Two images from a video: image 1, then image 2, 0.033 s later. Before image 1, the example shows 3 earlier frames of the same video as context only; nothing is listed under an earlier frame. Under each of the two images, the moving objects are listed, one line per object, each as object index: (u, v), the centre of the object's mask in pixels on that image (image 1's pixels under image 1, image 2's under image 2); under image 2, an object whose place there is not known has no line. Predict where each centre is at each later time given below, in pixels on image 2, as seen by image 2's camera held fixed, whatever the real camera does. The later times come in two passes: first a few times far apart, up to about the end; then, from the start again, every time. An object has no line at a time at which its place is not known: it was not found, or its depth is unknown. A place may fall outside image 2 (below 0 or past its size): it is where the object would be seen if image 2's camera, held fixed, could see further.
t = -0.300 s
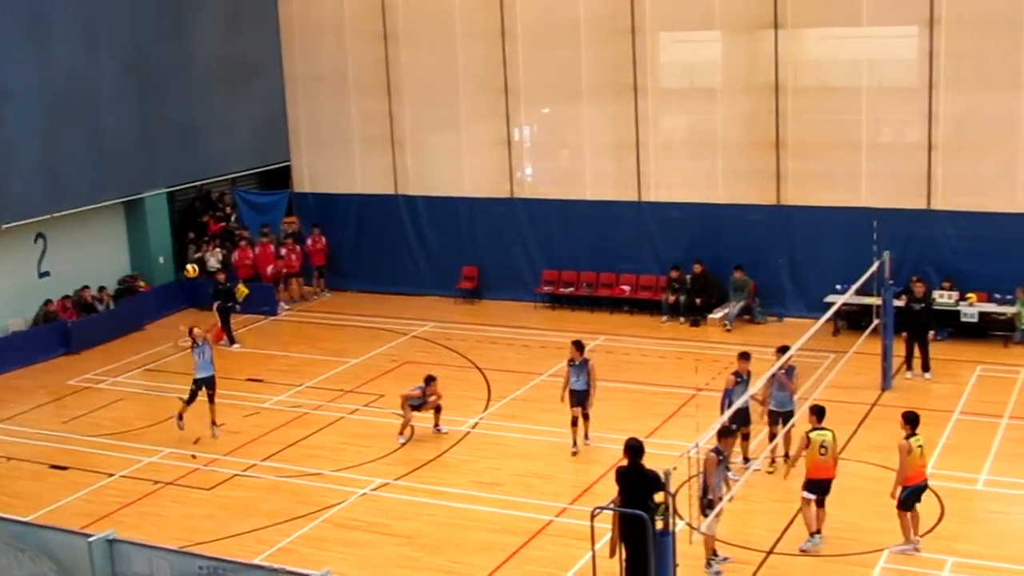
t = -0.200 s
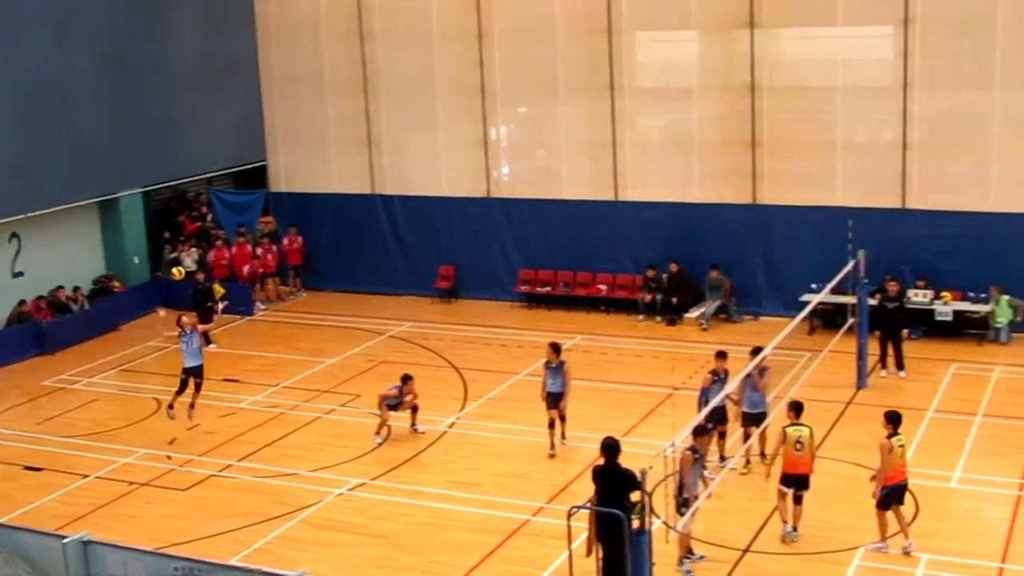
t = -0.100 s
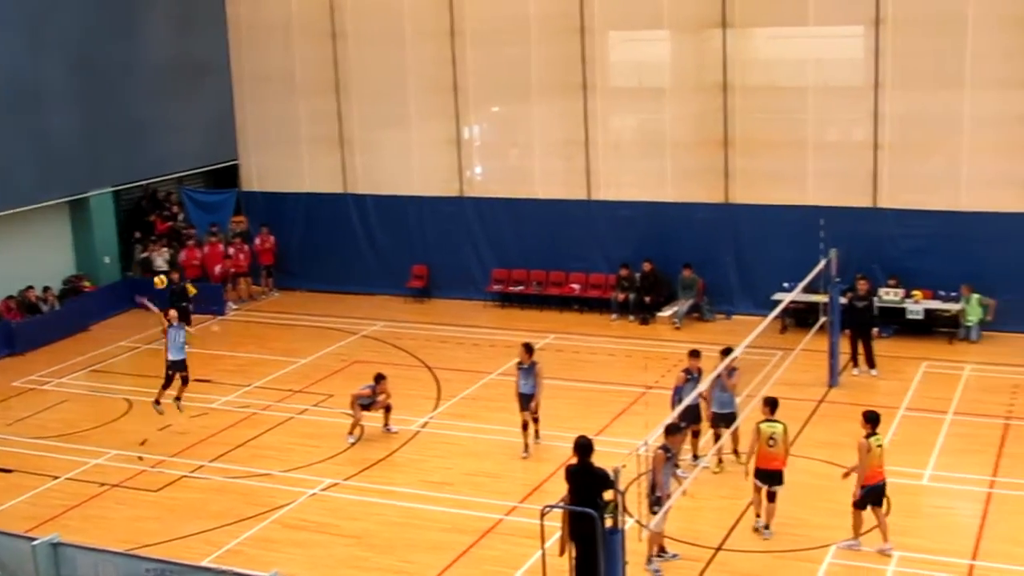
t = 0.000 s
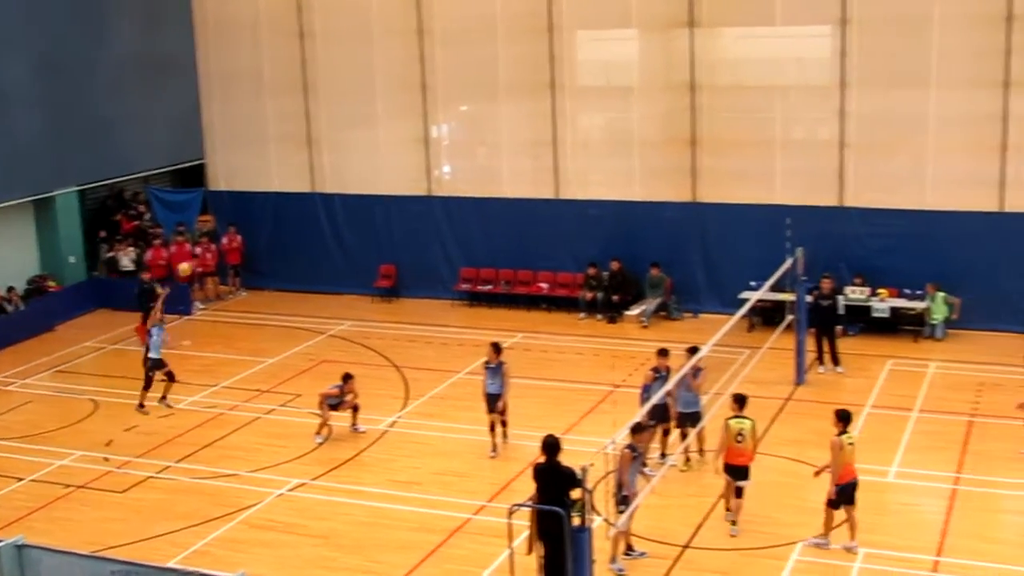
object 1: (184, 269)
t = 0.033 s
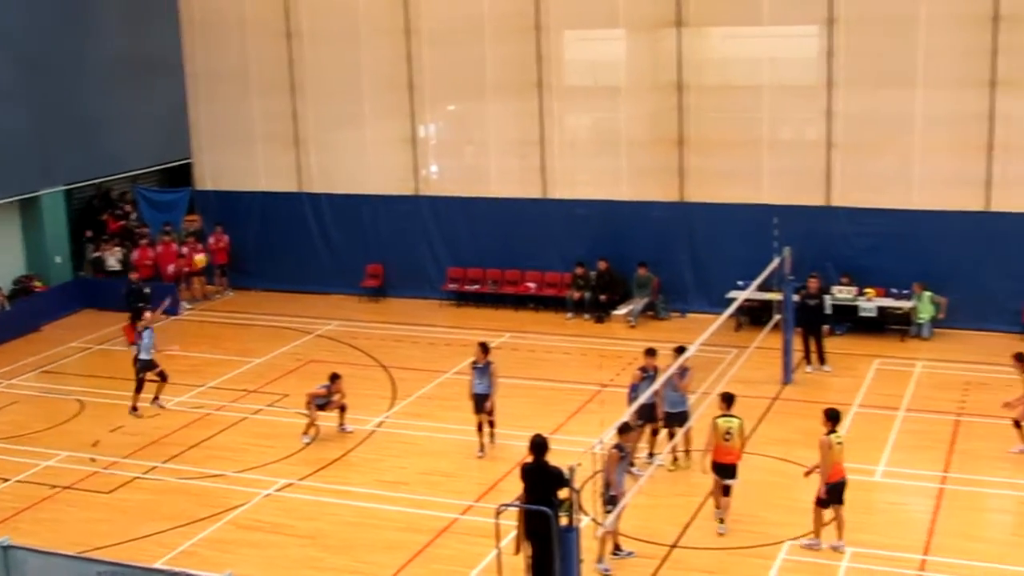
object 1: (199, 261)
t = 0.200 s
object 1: (348, 228)
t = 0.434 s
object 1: (558, 209)
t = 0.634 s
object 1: (747, 216)
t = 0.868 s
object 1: (971, 263)
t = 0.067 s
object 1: (230, 253)
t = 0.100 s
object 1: (258, 245)
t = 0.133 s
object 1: (288, 238)
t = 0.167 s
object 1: (318, 233)
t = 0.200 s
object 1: (348, 228)
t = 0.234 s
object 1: (378, 223)
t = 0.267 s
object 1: (407, 219)
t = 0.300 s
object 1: (437, 216)
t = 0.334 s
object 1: (467, 213)
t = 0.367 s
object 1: (497, 211)
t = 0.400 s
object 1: (528, 209)
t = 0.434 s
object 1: (558, 209)
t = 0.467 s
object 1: (589, 208)
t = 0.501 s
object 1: (620, 209)
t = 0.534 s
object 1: (652, 209)
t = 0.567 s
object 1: (683, 210)
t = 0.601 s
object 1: (715, 213)
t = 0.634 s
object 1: (747, 216)
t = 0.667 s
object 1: (779, 220)
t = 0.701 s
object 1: (810, 226)
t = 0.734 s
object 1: (842, 231)
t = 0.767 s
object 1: (874, 238)
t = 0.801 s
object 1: (906, 245)
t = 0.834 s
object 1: (938, 254)
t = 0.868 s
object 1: (971, 263)
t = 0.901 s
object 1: (1003, 274)
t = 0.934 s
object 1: (1034, 284)
